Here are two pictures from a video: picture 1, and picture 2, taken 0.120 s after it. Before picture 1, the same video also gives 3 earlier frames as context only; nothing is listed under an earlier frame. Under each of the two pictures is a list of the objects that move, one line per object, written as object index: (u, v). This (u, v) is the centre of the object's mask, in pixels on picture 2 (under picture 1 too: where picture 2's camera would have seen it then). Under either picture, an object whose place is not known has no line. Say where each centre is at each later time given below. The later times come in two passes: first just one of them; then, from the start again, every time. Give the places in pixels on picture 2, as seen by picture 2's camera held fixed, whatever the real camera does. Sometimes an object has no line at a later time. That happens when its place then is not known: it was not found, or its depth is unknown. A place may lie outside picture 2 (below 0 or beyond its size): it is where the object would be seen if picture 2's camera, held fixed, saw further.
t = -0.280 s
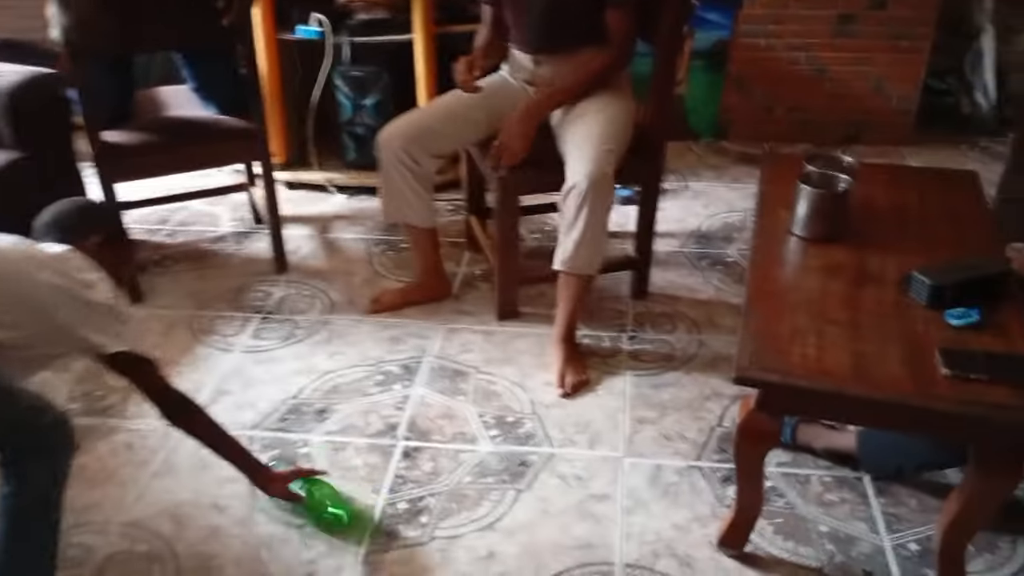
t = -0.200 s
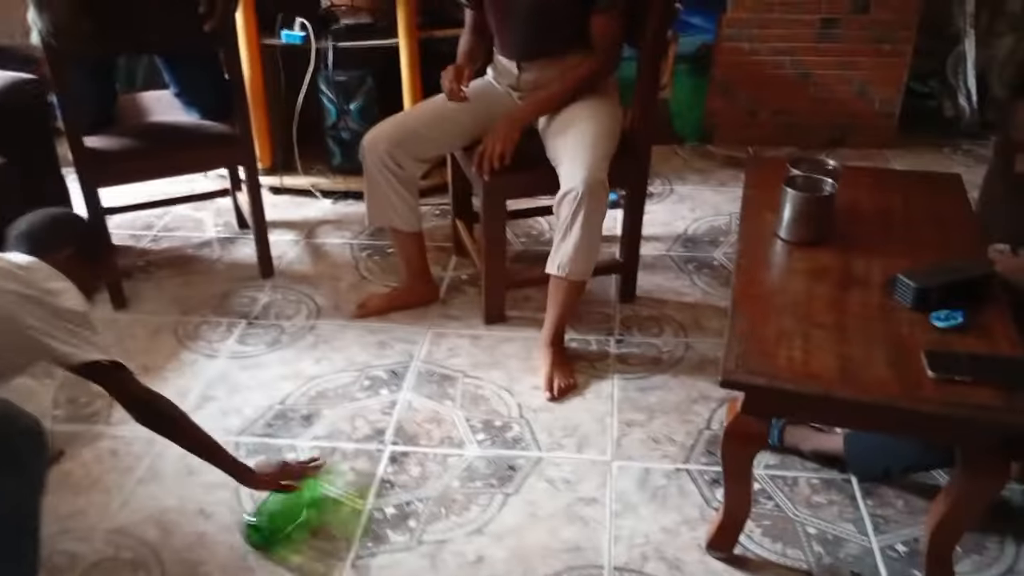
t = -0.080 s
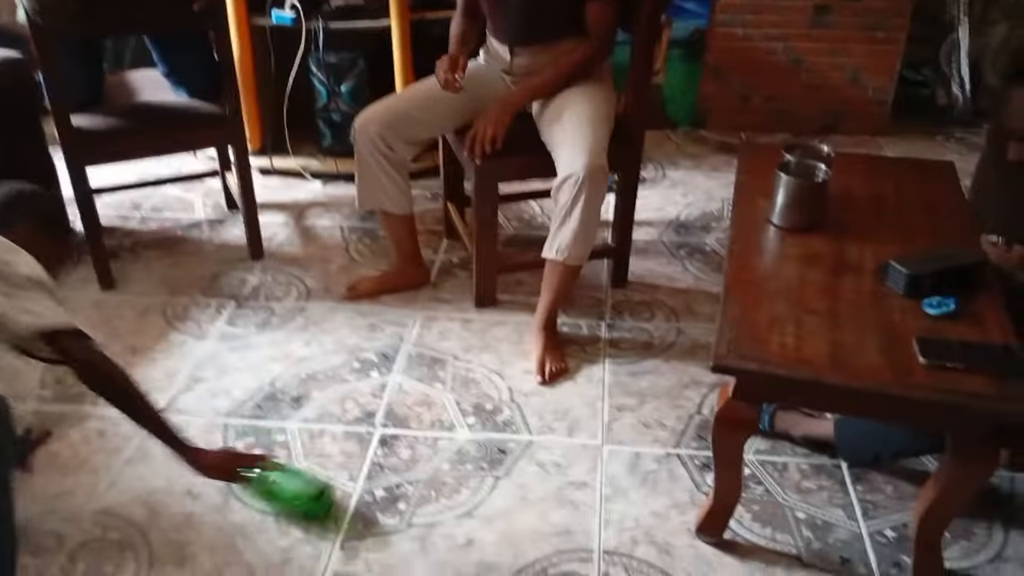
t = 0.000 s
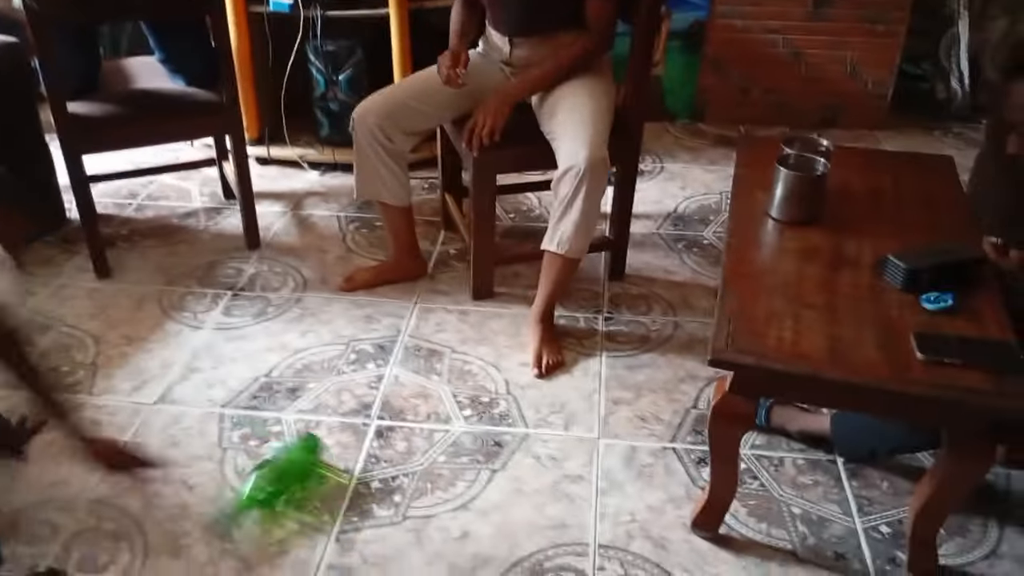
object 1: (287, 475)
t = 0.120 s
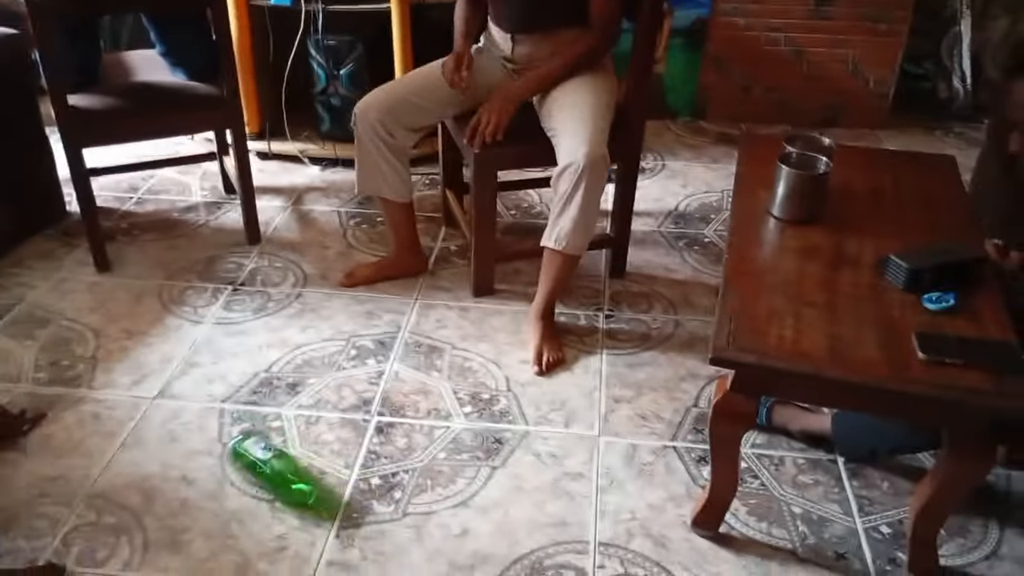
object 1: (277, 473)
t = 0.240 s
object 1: (276, 481)
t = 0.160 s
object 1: (275, 476)
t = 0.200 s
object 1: (273, 480)
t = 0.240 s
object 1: (276, 481)
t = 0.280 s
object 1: (278, 479)
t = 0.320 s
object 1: (280, 474)
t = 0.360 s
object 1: (276, 476)
